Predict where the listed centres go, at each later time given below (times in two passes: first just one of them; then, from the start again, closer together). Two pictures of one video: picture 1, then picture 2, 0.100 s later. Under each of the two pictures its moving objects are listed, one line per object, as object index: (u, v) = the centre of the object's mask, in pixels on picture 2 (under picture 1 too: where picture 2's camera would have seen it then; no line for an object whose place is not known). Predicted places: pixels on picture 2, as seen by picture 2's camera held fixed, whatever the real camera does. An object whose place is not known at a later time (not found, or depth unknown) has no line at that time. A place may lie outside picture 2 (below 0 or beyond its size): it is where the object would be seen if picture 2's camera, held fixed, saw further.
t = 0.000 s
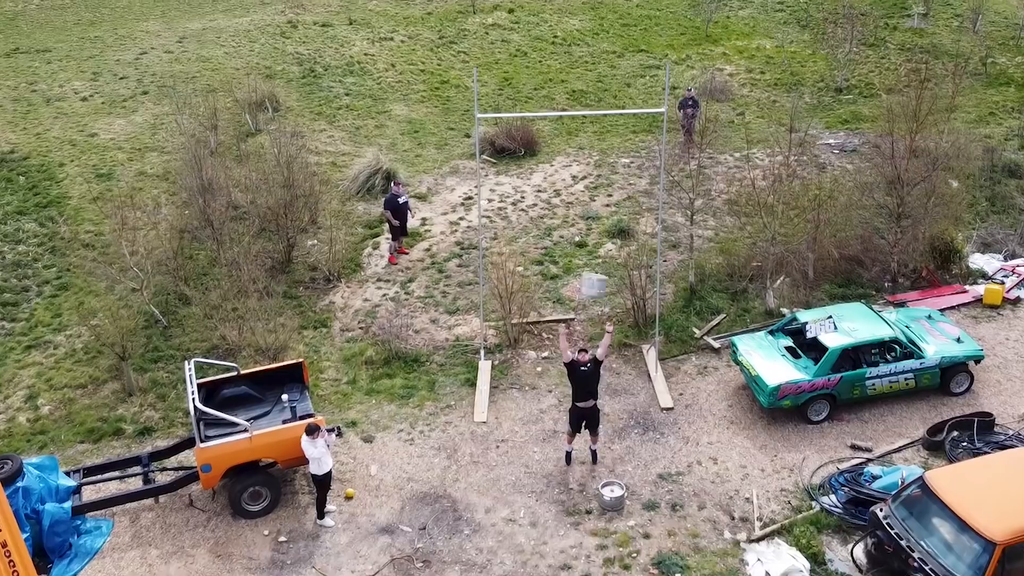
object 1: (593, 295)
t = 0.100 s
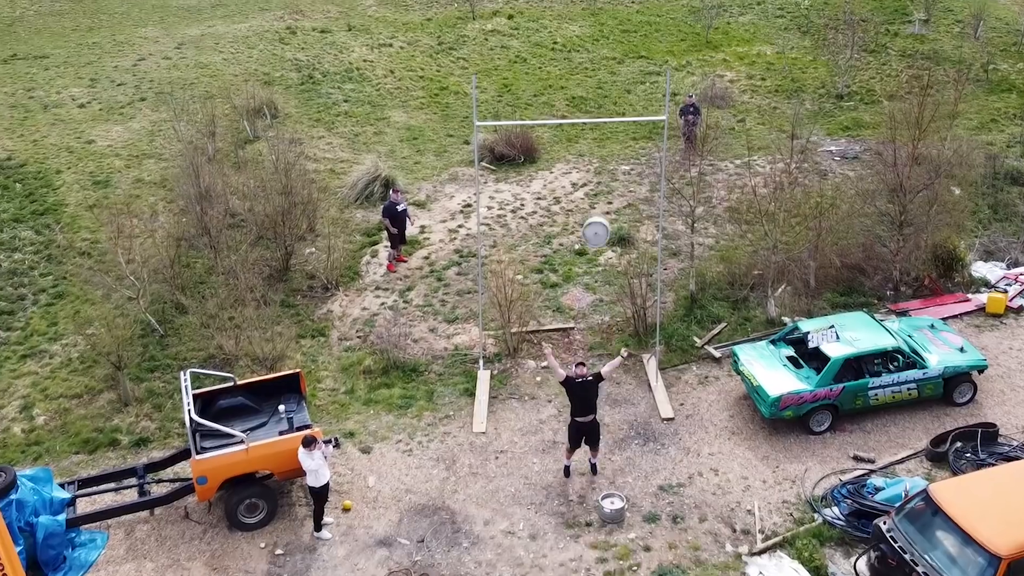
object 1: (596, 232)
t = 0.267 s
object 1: (601, 165)
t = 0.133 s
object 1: (597, 212)
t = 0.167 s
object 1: (599, 202)
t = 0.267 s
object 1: (601, 165)
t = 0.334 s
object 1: (601, 146)
